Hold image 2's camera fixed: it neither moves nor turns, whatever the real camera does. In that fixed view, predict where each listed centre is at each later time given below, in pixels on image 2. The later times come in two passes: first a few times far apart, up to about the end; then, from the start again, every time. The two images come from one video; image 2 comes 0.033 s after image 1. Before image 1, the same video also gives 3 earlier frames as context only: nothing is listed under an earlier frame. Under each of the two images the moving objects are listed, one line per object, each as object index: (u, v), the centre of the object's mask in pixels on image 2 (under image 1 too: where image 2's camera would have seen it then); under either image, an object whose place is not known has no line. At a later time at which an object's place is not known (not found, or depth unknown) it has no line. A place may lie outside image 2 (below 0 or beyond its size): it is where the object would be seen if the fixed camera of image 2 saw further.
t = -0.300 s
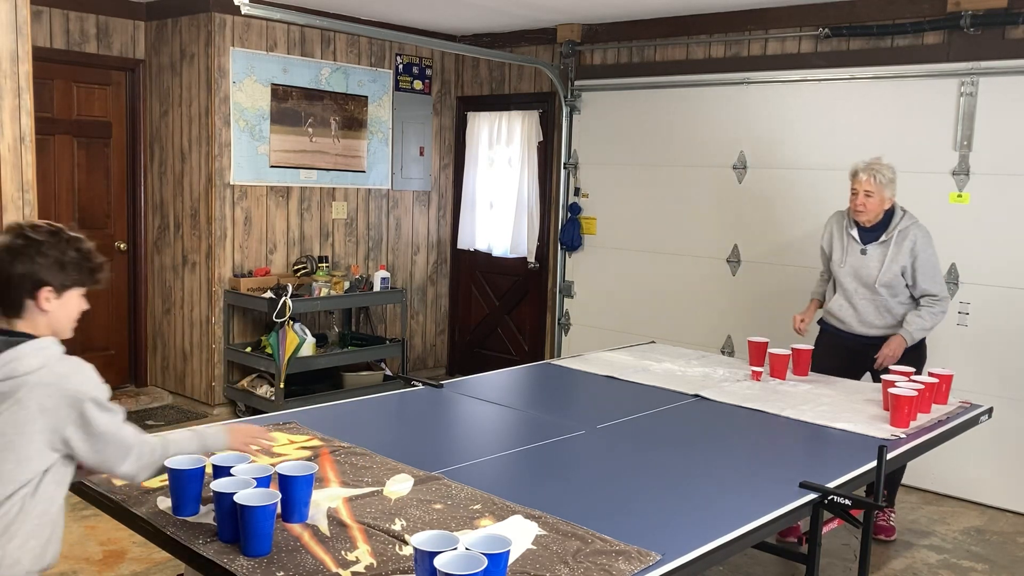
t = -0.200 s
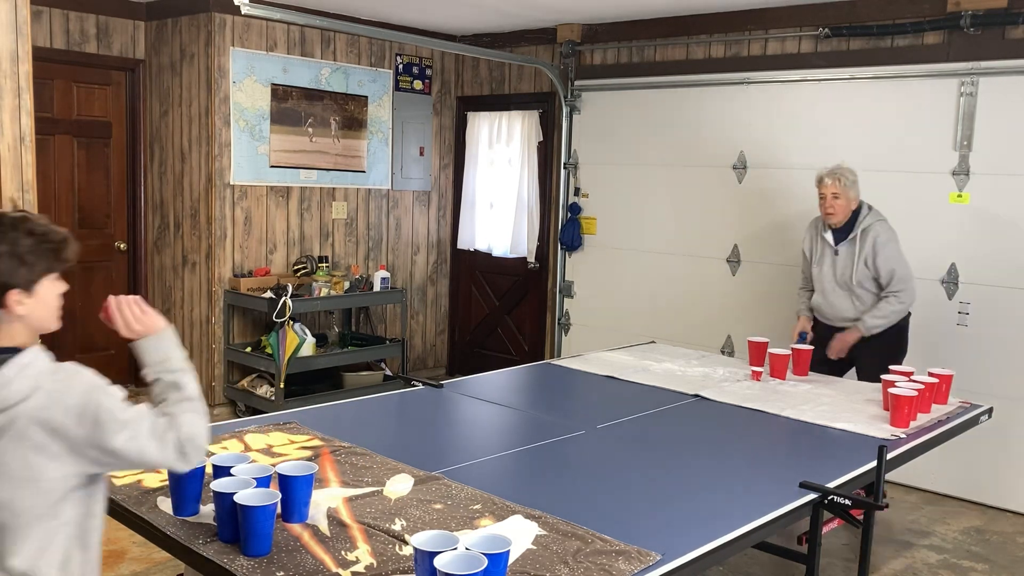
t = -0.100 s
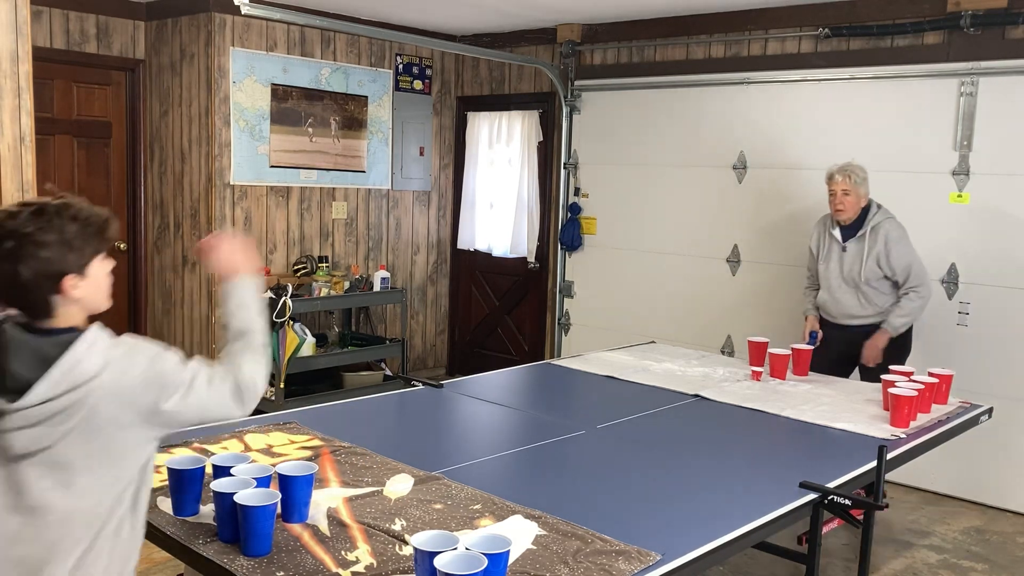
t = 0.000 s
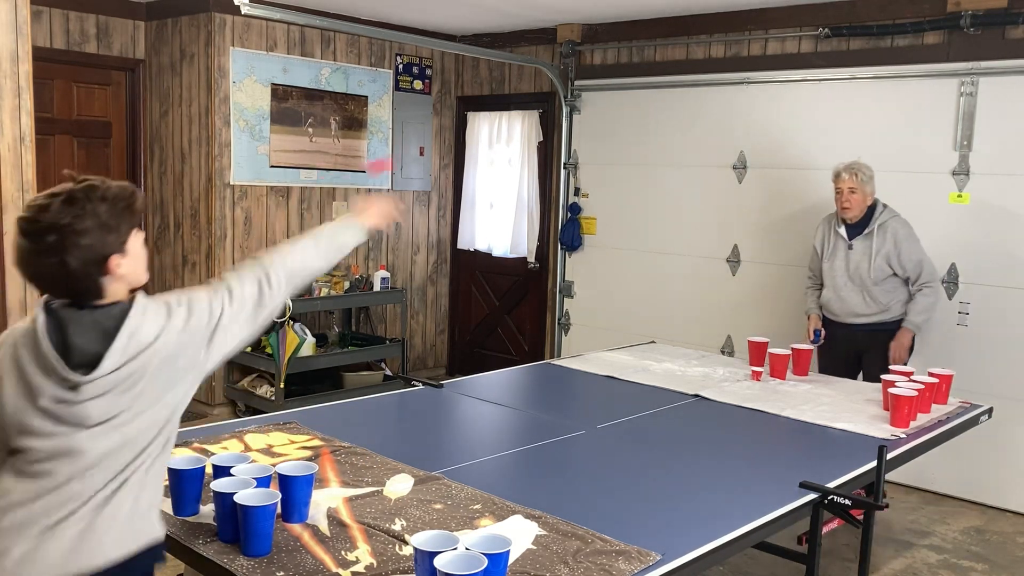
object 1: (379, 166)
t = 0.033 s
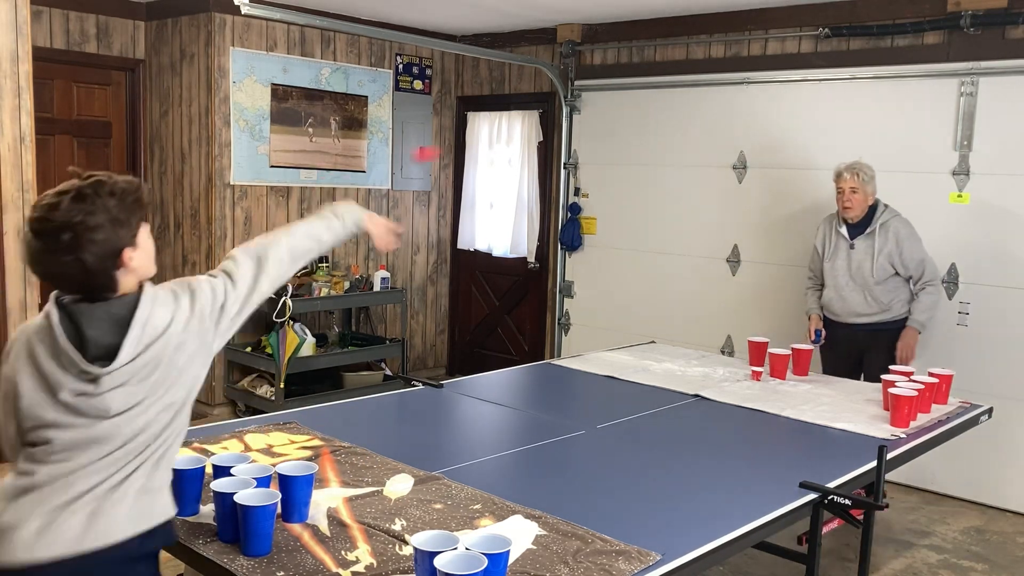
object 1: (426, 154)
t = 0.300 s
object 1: (650, 205)
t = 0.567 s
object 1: (741, 349)
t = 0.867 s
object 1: (663, 346)
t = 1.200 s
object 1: (650, 348)
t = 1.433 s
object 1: (644, 343)
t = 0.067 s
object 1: (463, 147)
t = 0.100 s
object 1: (499, 145)
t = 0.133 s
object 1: (535, 148)
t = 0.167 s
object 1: (559, 153)
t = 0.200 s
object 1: (586, 162)
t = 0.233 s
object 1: (610, 175)
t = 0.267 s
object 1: (631, 188)
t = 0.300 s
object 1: (650, 205)
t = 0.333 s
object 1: (668, 223)
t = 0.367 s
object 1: (684, 243)
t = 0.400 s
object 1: (699, 264)
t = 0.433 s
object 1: (712, 287)
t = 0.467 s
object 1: (724, 311)
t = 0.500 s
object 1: (735, 336)
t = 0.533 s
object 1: (745, 361)
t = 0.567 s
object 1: (741, 349)
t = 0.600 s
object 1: (733, 339)
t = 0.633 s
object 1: (724, 331)
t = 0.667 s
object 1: (716, 326)
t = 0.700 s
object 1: (707, 323)
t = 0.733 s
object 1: (698, 322)
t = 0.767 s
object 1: (690, 325)
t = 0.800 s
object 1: (681, 329)
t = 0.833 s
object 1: (672, 336)
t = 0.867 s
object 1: (663, 346)
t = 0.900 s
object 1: (654, 358)
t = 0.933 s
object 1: (653, 356)
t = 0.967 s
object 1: (653, 353)
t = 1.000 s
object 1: (653, 353)
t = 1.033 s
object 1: (653, 355)
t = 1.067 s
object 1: (652, 353)
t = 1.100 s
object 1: (652, 352)
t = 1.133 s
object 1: (651, 351)
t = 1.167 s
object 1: (651, 350)
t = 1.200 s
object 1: (650, 348)
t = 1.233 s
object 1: (649, 347)
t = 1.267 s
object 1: (648, 347)
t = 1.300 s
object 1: (648, 346)
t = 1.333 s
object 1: (647, 345)
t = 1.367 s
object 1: (646, 344)
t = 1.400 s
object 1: (645, 343)
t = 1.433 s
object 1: (644, 343)
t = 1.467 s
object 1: (644, 342)
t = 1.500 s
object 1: (643, 341)
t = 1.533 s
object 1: (643, 341)
